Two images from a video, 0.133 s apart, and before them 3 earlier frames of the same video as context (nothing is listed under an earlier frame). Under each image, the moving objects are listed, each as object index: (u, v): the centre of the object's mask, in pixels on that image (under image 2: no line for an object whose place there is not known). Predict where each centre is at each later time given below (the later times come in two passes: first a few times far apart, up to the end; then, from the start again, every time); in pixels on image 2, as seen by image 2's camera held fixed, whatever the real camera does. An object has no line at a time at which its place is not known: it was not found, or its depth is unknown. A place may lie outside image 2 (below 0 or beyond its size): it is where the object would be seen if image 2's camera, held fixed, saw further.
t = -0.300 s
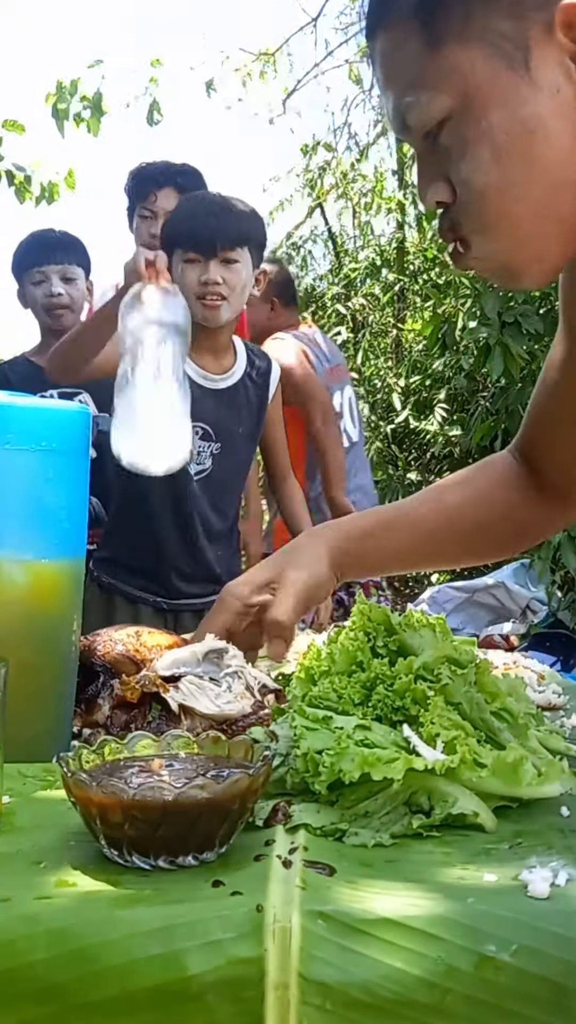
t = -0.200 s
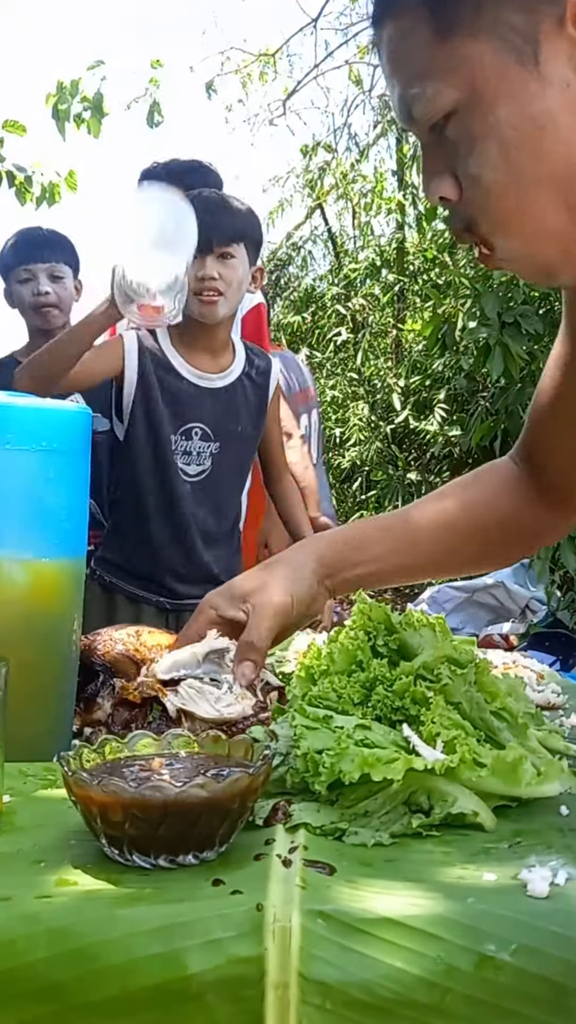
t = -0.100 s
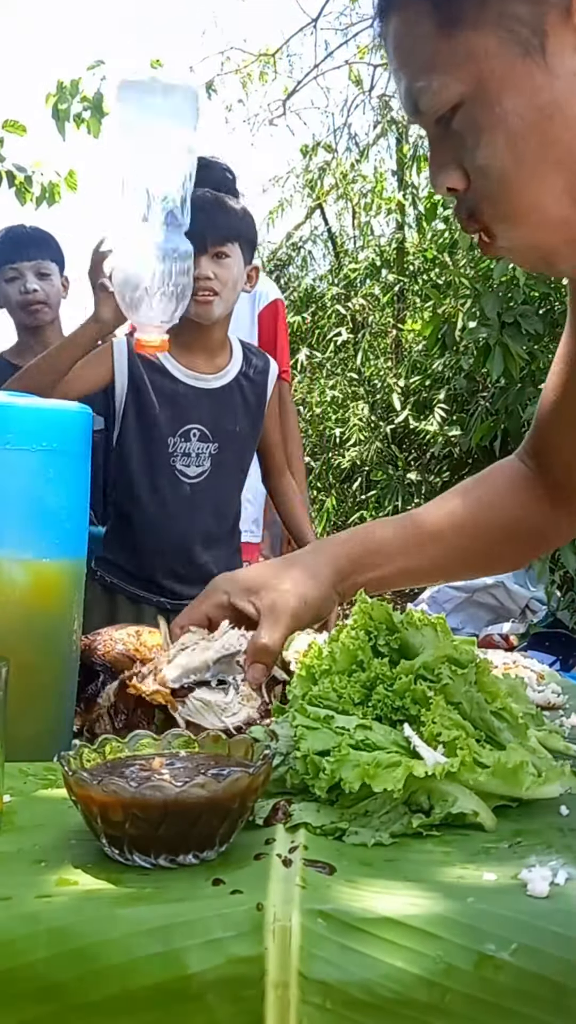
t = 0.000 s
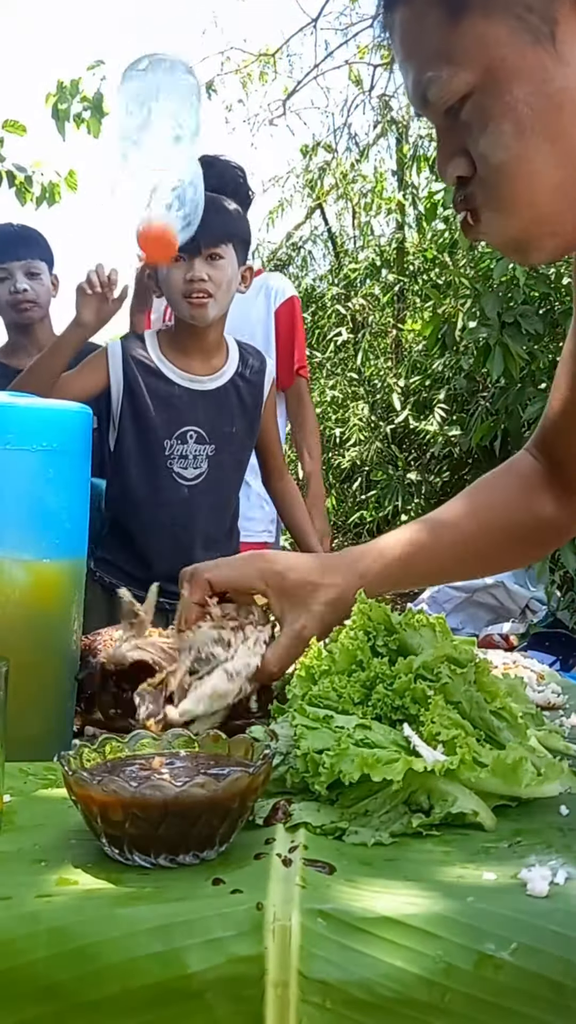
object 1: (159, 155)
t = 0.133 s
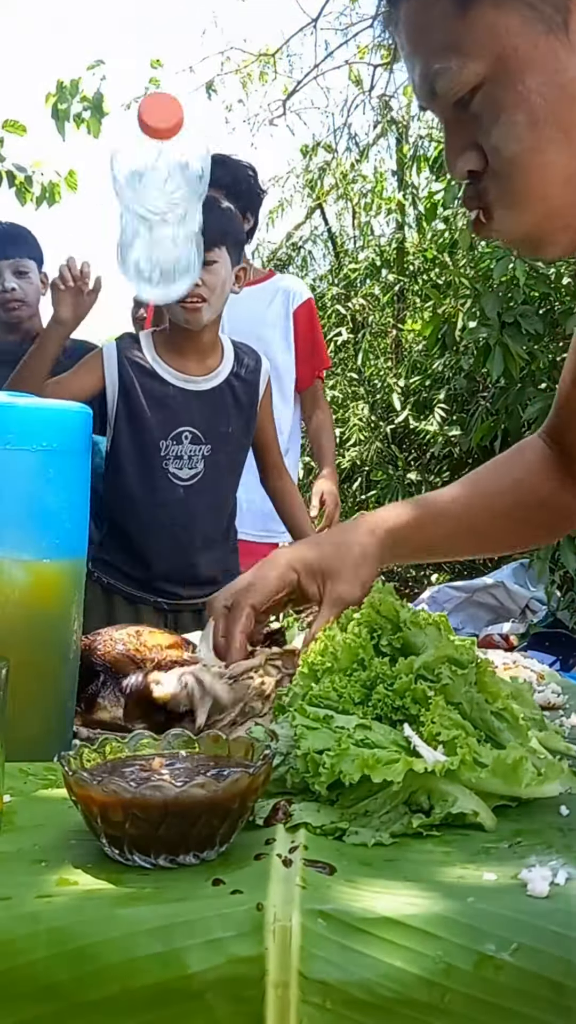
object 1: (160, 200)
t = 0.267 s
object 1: (159, 479)
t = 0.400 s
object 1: (161, 542)
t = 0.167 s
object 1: (160, 246)
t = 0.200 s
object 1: (160, 310)
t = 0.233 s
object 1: (159, 387)
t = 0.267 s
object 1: (159, 479)
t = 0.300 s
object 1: (160, 516)
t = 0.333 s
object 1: (161, 520)
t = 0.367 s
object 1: (160, 528)
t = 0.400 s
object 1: (161, 542)
